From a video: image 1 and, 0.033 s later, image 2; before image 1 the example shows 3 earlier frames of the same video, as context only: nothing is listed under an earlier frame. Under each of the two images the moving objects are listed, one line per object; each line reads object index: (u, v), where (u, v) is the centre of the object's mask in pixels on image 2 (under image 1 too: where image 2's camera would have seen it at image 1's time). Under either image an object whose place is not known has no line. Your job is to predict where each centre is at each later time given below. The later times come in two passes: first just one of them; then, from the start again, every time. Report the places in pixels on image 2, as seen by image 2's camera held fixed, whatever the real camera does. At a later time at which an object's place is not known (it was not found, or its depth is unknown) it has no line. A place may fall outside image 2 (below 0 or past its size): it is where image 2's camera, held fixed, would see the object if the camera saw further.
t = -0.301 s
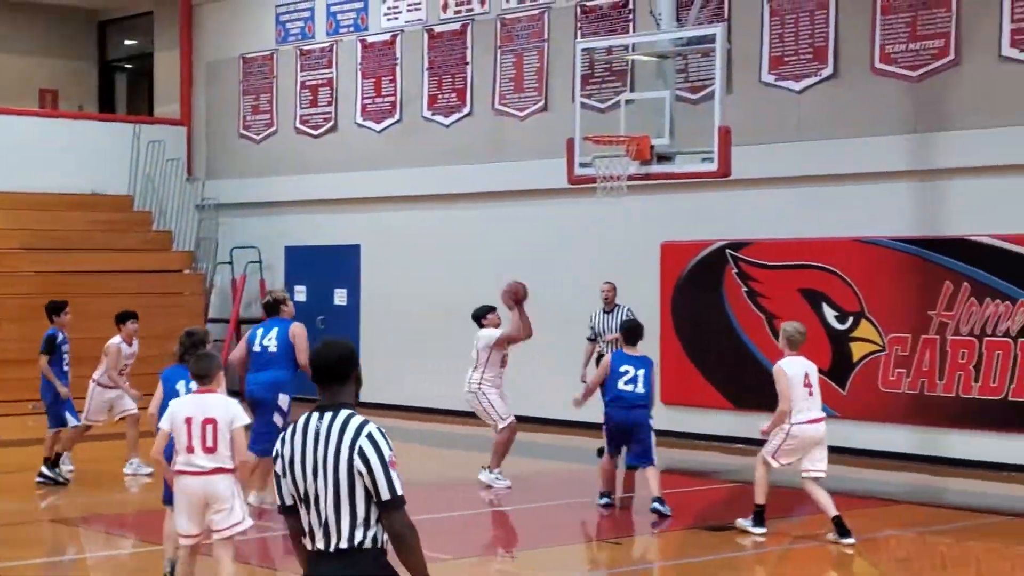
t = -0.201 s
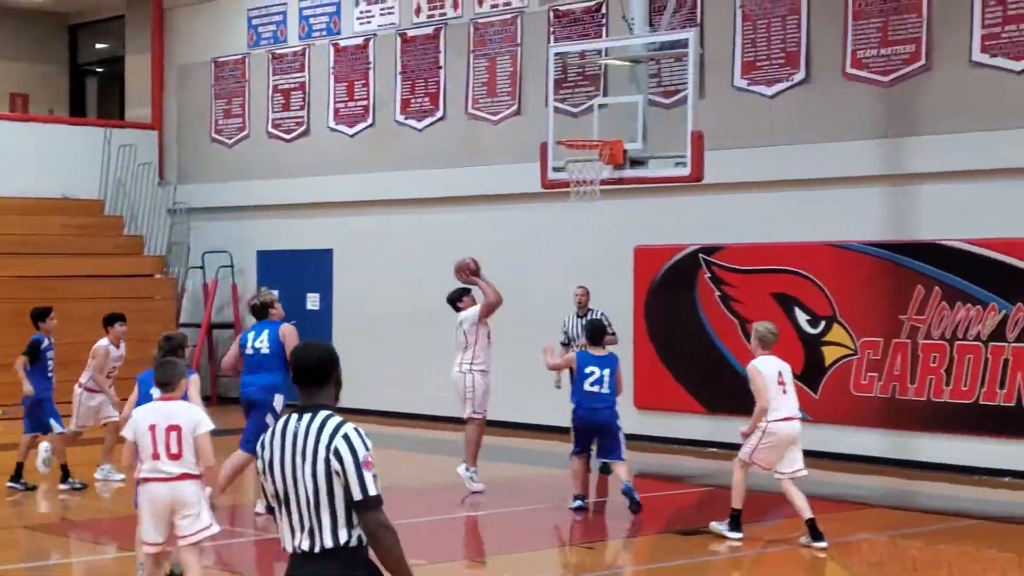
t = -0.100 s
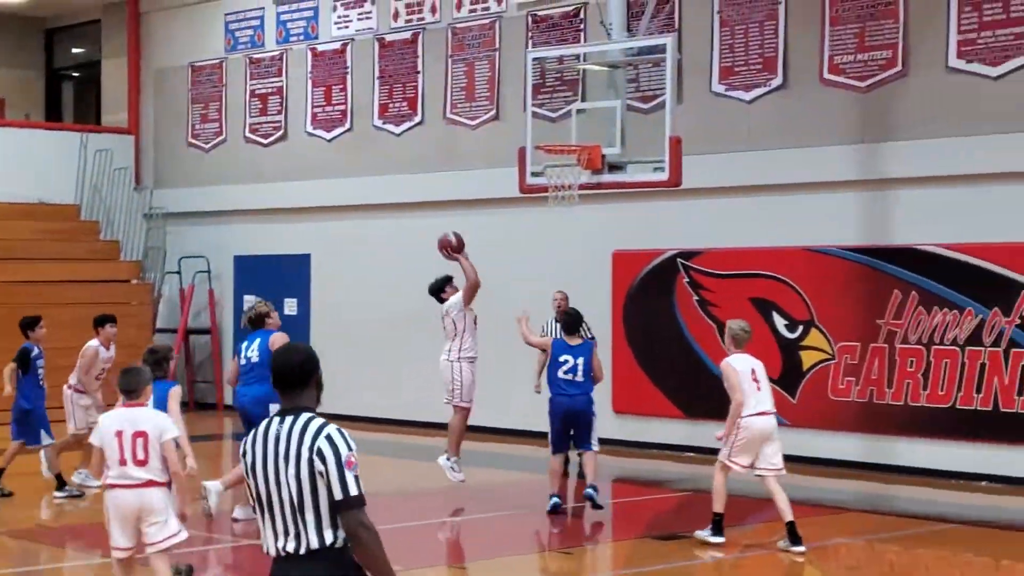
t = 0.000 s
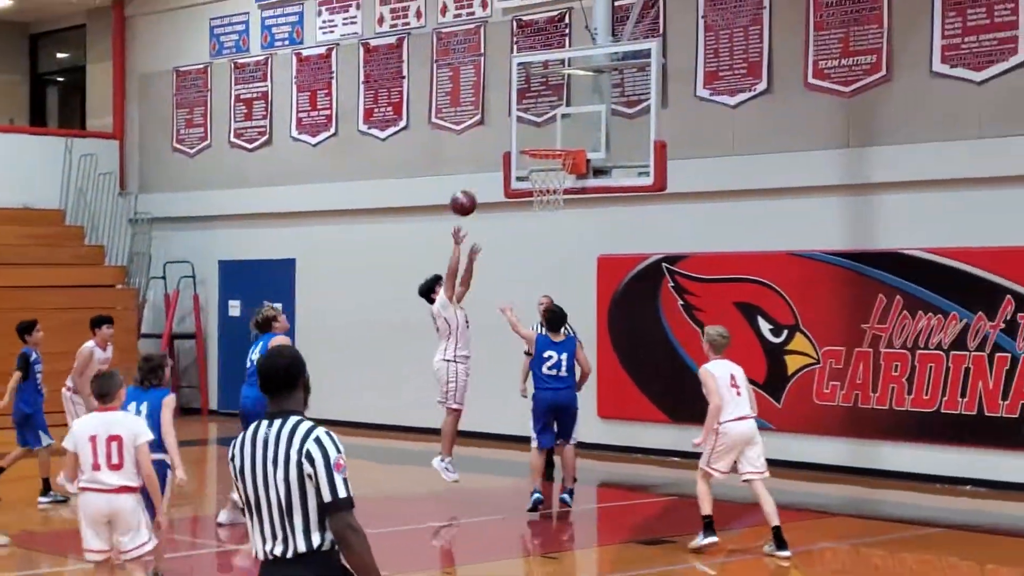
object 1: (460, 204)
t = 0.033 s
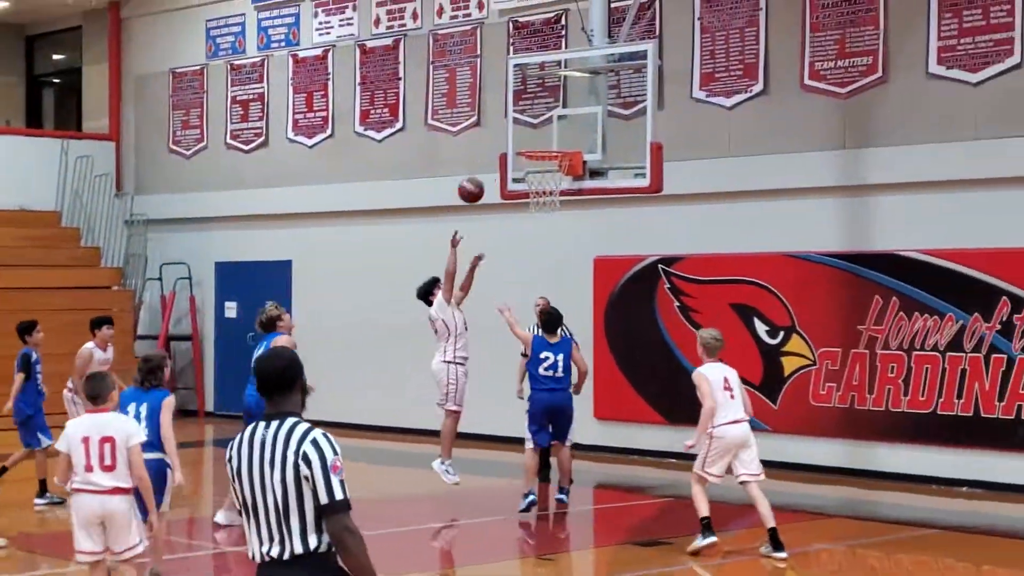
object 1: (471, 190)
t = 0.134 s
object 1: (505, 154)
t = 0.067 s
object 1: (482, 177)
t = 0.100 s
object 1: (494, 165)
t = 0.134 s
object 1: (505, 154)
